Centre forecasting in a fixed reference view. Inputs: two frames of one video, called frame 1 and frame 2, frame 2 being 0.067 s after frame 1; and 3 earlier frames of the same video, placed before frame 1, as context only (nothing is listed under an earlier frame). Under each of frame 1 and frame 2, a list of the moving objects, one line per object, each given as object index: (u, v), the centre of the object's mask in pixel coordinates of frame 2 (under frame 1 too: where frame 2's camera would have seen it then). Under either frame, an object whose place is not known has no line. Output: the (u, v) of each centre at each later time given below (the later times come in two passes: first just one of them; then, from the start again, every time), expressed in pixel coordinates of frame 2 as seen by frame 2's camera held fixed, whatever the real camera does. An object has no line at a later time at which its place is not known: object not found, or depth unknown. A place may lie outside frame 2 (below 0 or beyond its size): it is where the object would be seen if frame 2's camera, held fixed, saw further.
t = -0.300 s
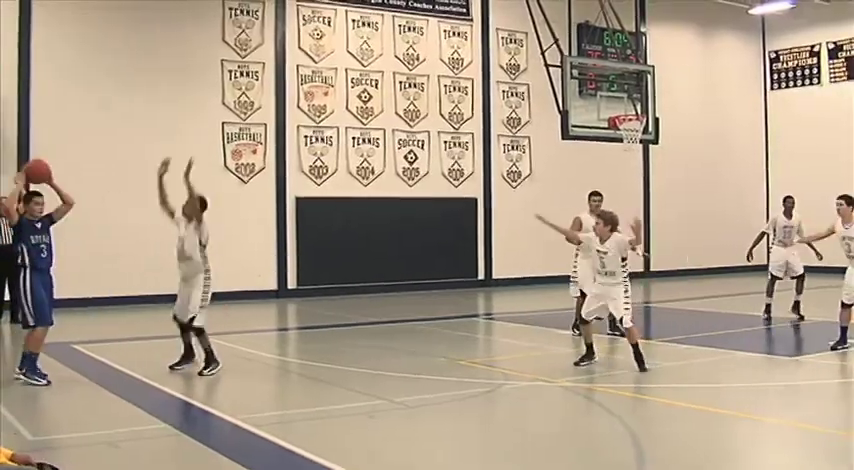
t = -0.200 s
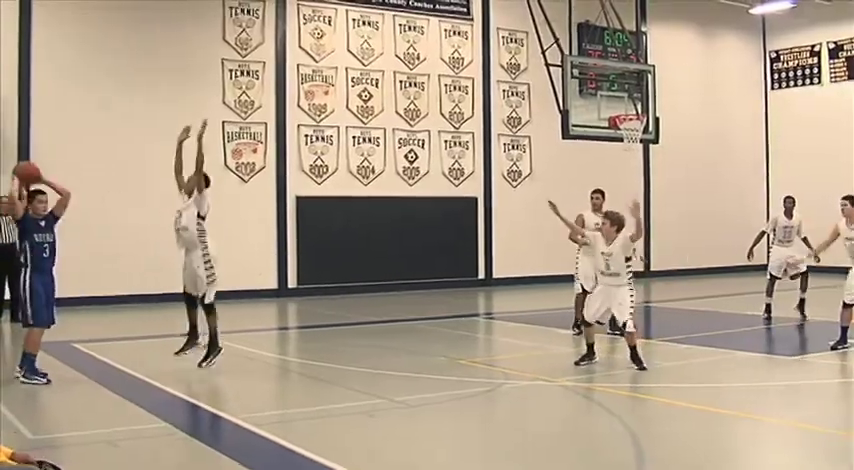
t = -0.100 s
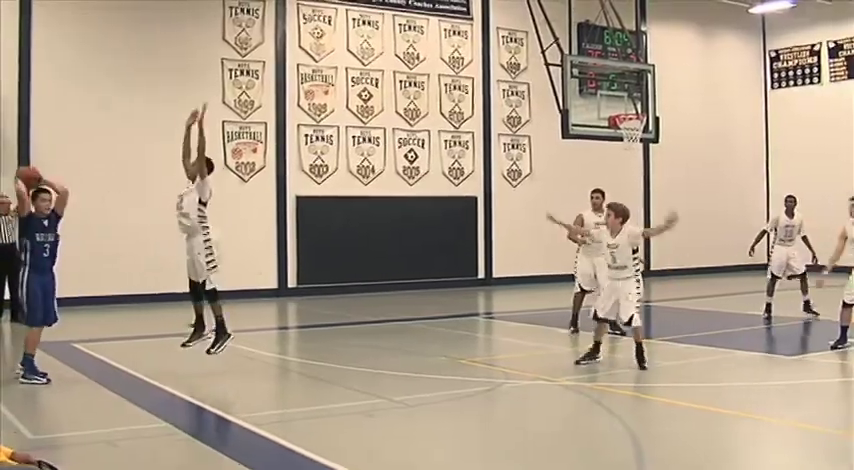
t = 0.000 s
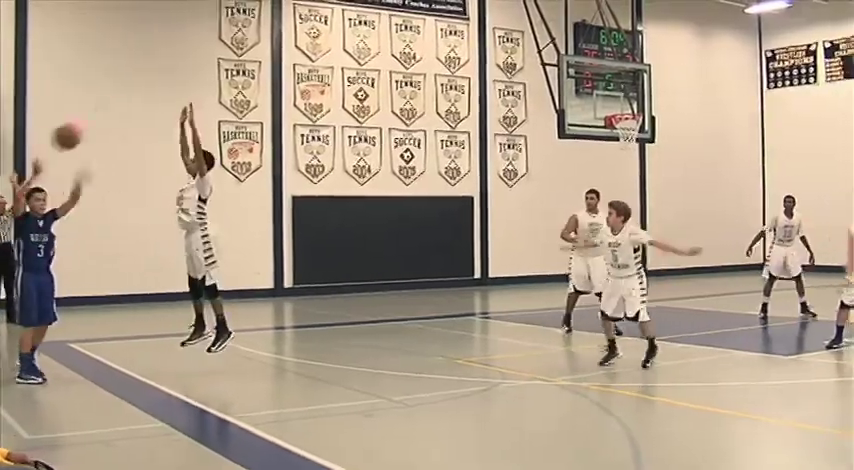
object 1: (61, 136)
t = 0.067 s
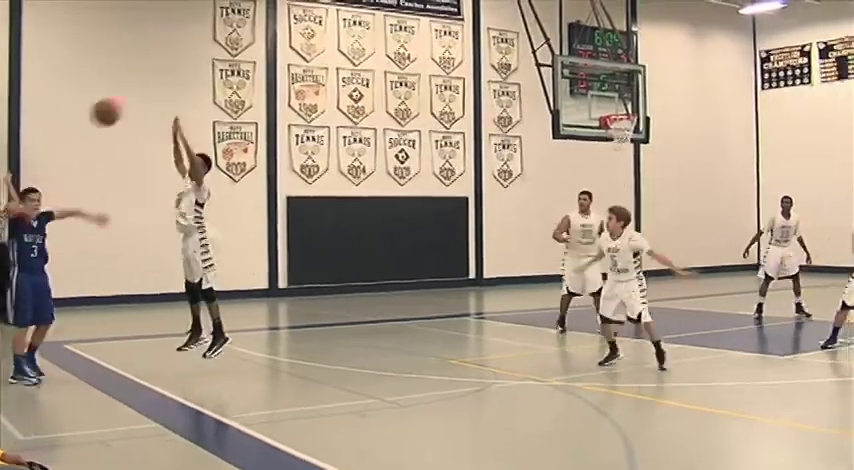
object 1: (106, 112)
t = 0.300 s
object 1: (309, 51)
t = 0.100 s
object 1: (132, 99)
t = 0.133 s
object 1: (157, 89)
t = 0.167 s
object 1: (185, 79)
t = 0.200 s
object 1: (213, 70)
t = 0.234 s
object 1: (242, 62)
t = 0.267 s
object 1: (274, 57)
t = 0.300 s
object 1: (309, 51)
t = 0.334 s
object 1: (347, 48)
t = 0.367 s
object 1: (388, 45)
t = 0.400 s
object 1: (433, 45)
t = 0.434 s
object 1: (477, 46)
